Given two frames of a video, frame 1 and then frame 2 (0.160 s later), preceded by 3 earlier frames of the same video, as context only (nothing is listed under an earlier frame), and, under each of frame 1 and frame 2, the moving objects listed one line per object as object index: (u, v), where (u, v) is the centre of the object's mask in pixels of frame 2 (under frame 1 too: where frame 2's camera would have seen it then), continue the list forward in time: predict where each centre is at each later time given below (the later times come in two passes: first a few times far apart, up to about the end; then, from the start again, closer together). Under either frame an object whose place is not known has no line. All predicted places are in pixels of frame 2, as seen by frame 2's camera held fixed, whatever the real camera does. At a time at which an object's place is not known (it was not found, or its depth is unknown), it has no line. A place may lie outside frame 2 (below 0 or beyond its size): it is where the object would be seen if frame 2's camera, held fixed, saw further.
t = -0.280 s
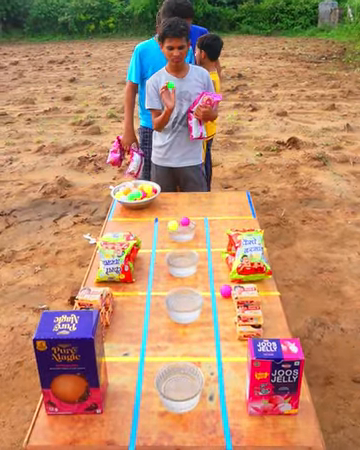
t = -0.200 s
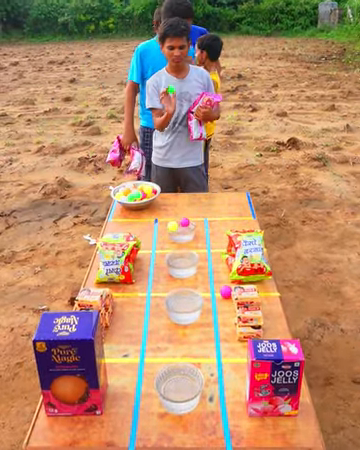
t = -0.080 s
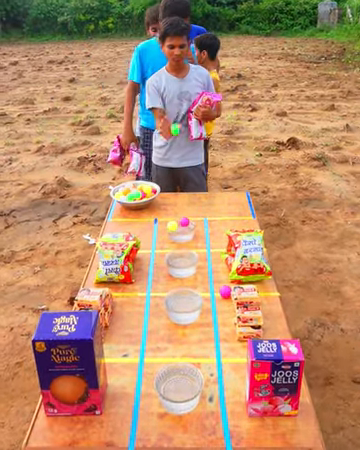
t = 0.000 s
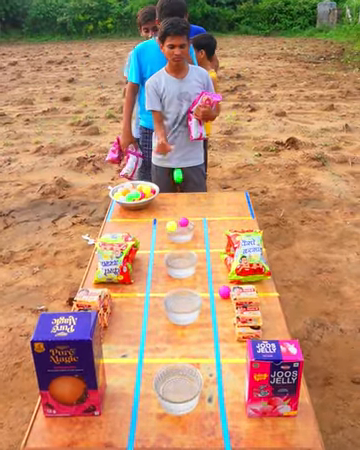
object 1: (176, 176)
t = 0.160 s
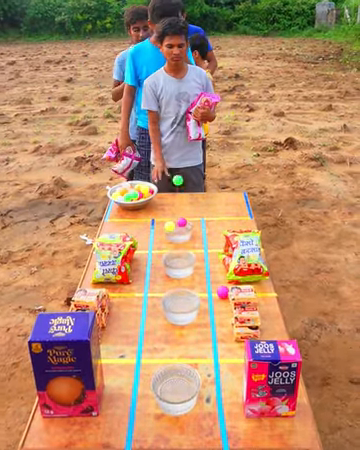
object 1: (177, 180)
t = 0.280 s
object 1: (177, 191)
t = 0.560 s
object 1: (179, 278)
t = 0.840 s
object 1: (175, 394)
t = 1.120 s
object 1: (171, 385)
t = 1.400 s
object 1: (168, 383)
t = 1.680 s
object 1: (168, 383)
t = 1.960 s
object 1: (168, 383)
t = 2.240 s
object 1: (167, 382)
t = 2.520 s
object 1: (166, 382)
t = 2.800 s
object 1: (166, 380)
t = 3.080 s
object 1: (165, 380)
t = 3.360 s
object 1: (165, 379)
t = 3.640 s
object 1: (165, 379)
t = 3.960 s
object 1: (163, 378)
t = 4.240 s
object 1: (161, 378)
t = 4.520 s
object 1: (162, 378)
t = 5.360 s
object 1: (162, 377)
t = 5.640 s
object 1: (162, 376)
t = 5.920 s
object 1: (162, 376)
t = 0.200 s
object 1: (177, 180)
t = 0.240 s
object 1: (177, 183)
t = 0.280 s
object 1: (177, 191)
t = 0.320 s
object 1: (178, 203)
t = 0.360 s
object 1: (178, 221)
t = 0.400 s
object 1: (179, 244)
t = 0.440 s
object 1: (179, 271)
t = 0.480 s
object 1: (180, 282)
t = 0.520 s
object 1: (179, 278)
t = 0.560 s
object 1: (179, 278)
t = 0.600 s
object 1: (178, 282)
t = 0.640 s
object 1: (177, 292)
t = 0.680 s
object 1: (176, 308)
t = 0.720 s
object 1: (176, 332)
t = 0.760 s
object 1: (175, 363)
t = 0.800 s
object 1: (175, 391)
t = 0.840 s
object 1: (175, 394)
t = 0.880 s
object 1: (174, 392)
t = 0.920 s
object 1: (173, 385)
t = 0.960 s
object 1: (172, 385)
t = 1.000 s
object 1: (172, 387)
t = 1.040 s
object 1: (171, 387)
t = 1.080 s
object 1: (172, 387)
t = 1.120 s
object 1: (171, 385)
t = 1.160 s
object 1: (169, 384)
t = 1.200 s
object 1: (169, 384)
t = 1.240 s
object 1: (169, 383)
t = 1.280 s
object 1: (169, 383)
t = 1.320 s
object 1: (169, 384)
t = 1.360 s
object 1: (169, 383)
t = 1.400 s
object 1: (168, 383)
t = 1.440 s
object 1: (168, 383)
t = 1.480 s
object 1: (168, 383)
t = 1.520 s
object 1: (169, 383)
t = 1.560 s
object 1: (168, 383)
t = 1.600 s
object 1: (168, 383)
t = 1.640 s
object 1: (168, 383)
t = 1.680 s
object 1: (168, 383)
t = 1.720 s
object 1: (168, 383)
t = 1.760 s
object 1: (168, 383)
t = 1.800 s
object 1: (168, 383)
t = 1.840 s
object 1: (168, 383)
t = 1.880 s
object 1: (168, 383)
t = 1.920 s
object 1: (168, 383)
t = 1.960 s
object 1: (168, 383)
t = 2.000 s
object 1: (168, 383)
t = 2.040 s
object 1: (168, 383)
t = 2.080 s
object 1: (168, 383)
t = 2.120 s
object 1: (167, 382)
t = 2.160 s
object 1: (167, 382)
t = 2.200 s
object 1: (167, 382)
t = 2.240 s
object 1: (167, 382)
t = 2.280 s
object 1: (167, 382)
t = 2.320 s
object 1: (167, 382)
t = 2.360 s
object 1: (167, 382)
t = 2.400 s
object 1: (167, 382)
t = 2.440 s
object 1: (167, 382)
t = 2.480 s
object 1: (167, 382)
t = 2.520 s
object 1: (166, 382)
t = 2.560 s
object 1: (166, 382)
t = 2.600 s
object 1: (166, 382)
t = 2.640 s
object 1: (166, 381)
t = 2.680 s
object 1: (166, 381)
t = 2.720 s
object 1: (166, 381)
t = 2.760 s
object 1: (166, 380)
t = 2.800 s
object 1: (166, 380)
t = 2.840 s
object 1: (166, 380)
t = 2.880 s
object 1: (166, 380)
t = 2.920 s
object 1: (166, 380)
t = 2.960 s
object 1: (166, 380)
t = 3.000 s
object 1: (166, 380)
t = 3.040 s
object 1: (166, 380)
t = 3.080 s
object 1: (165, 380)
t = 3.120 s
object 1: (166, 380)
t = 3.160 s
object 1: (165, 380)
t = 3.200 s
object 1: (166, 380)
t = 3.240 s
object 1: (166, 380)
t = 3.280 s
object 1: (165, 380)
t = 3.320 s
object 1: (165, 379)
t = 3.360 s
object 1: (165, 379)
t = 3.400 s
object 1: (165, 380)
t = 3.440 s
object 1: (165, 379)
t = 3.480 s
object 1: (165, 380)
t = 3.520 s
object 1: (165, 380)
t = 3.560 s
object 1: (165, 379)
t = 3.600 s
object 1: (165, 379)
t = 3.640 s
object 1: (165, 379)
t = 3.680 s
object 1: (164, 379)
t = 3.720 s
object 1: (164, 378)
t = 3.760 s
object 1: (164, 378)
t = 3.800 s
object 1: (164, 378)
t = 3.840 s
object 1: (164, 379)
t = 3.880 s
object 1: (163, 378)
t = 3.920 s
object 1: (163, 379)
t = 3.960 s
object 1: (163, 378)
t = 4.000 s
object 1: (163, 379)
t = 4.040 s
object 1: (163, 379)
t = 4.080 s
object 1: (162, 378)
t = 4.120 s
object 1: (162, 378)
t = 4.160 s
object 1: (162, 378)
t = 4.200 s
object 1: (161, 378)
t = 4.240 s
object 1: (161, 378)
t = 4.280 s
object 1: (161, 378)
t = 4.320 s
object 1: (161, 378)
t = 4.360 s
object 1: (161, 378)
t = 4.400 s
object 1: (162, 378)
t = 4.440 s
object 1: (161, 378)
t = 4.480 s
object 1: (161, 378)
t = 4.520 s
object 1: (162, 378)
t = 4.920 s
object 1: (162, 377)
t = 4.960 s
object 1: (162, 377)
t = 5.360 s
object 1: (162, 377)
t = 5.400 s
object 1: (162, 377)
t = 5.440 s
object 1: (162, 377)
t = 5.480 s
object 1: (162, 376)
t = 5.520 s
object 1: (162, 376)
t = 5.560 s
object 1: (162, 376)
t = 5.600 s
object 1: (161, 376)
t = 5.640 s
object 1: (162, 376)
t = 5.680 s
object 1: (162, 376)
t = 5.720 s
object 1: (162, 377)
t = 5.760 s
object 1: (162, 376)
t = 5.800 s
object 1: (162, 376)
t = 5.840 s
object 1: (162, 376)
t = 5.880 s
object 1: (162, 376)
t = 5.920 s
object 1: (162, 376)
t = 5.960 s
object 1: (164, 378)
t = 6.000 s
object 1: (163, 378)
